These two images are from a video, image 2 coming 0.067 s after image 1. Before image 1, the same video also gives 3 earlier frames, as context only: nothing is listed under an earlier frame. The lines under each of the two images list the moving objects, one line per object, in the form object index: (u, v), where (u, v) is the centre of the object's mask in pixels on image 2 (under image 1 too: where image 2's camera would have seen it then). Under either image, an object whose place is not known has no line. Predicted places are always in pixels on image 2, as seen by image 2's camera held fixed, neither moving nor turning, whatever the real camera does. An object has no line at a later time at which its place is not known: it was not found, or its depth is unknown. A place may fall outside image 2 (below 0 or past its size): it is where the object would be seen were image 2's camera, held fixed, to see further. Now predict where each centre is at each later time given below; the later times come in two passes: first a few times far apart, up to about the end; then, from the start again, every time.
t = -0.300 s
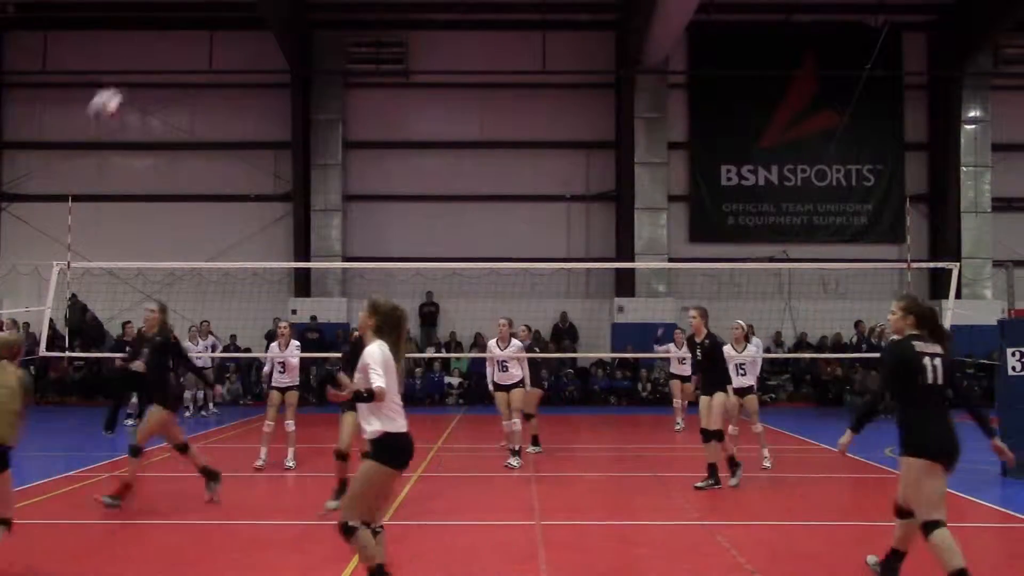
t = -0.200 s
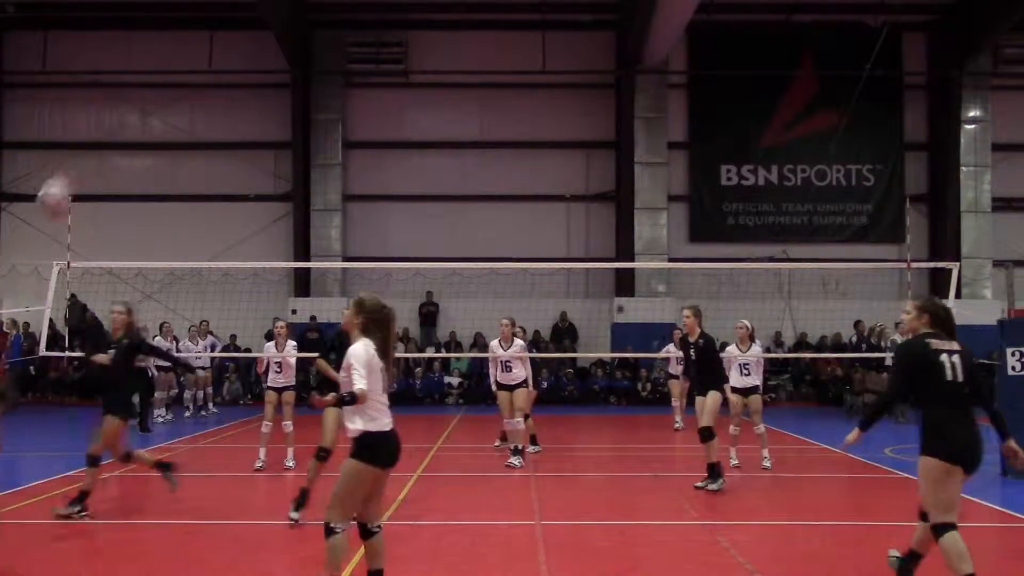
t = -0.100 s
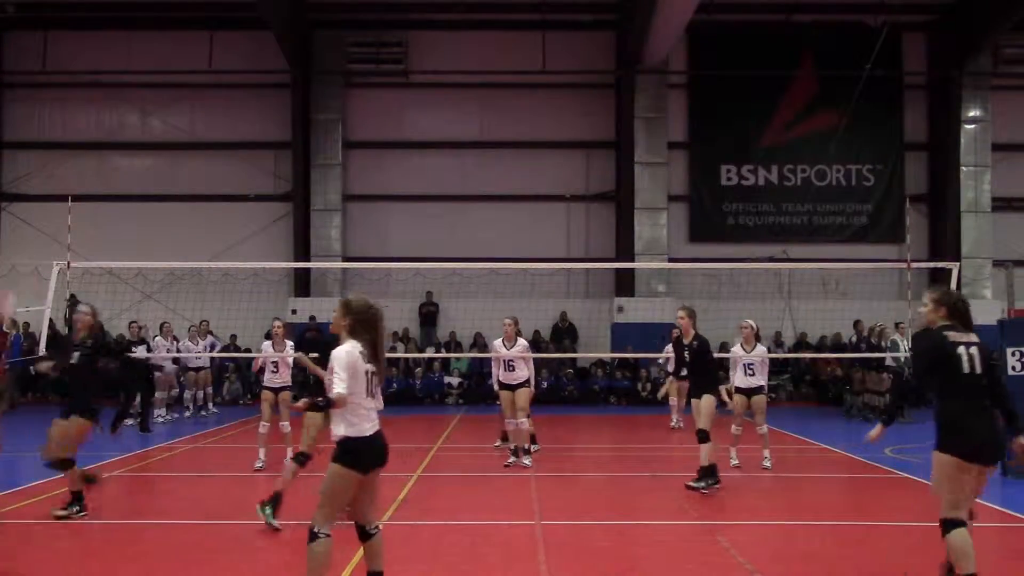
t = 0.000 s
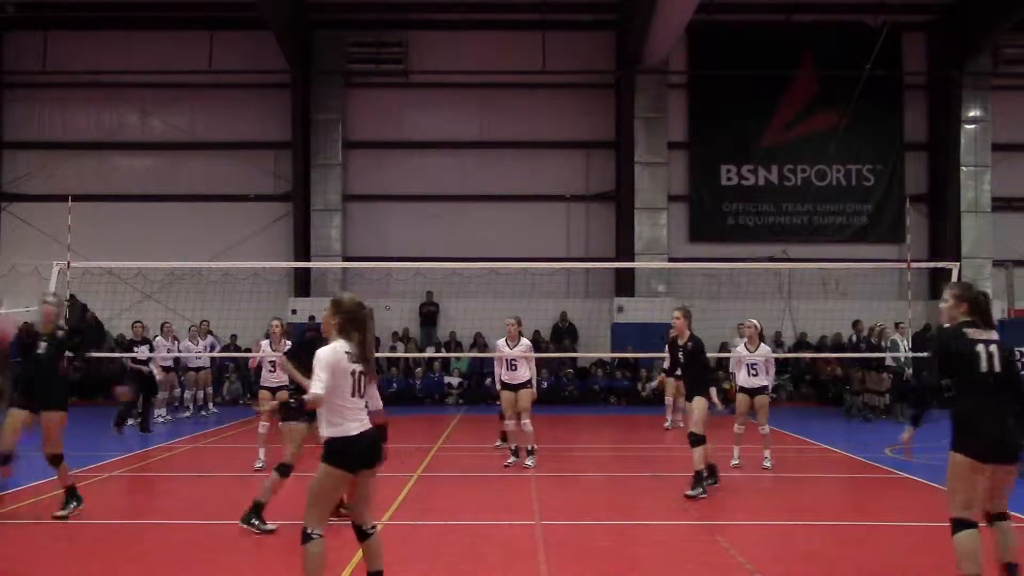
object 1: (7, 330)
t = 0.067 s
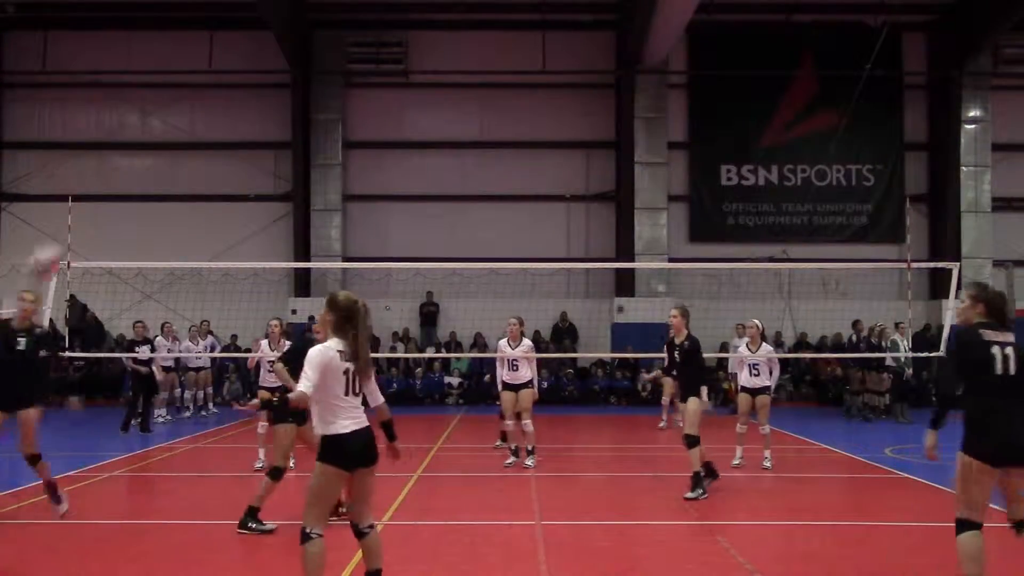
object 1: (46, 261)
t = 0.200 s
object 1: (129, 161)
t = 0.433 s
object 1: (254, 69)
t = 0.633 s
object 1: (348, 52)
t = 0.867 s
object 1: (441, 91)
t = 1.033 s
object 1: (500, 156)
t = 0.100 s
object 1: (68, 234)
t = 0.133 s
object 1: (89, 207)
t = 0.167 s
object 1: (108, 184)
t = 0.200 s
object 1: (129, 161)
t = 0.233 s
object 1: (149, 141)
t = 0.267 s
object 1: (168, 124)
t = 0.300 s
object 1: (187, 111)
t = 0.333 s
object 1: (204, 96)
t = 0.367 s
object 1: (222, 86)
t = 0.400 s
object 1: (238, 76)
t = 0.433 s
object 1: (254, 69)
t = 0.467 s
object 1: (271, 62)
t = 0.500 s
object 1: (287, 56)
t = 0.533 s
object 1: (303, 54)
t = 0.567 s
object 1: (318, 52)
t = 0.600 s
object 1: (333, 51)
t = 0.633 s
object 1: (348, 52)
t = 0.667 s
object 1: (362, 54)
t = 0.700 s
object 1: (376, 57)
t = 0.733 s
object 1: (390, 63)
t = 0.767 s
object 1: (403, 69)
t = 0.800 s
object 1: (415, 76)
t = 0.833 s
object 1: (428, 84)
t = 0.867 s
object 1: (441, 91)
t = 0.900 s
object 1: (453, 104)
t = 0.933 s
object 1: (464, 114)
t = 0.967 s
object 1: (478, 129)
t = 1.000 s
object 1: (488, 142)
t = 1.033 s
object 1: (500, 156)
